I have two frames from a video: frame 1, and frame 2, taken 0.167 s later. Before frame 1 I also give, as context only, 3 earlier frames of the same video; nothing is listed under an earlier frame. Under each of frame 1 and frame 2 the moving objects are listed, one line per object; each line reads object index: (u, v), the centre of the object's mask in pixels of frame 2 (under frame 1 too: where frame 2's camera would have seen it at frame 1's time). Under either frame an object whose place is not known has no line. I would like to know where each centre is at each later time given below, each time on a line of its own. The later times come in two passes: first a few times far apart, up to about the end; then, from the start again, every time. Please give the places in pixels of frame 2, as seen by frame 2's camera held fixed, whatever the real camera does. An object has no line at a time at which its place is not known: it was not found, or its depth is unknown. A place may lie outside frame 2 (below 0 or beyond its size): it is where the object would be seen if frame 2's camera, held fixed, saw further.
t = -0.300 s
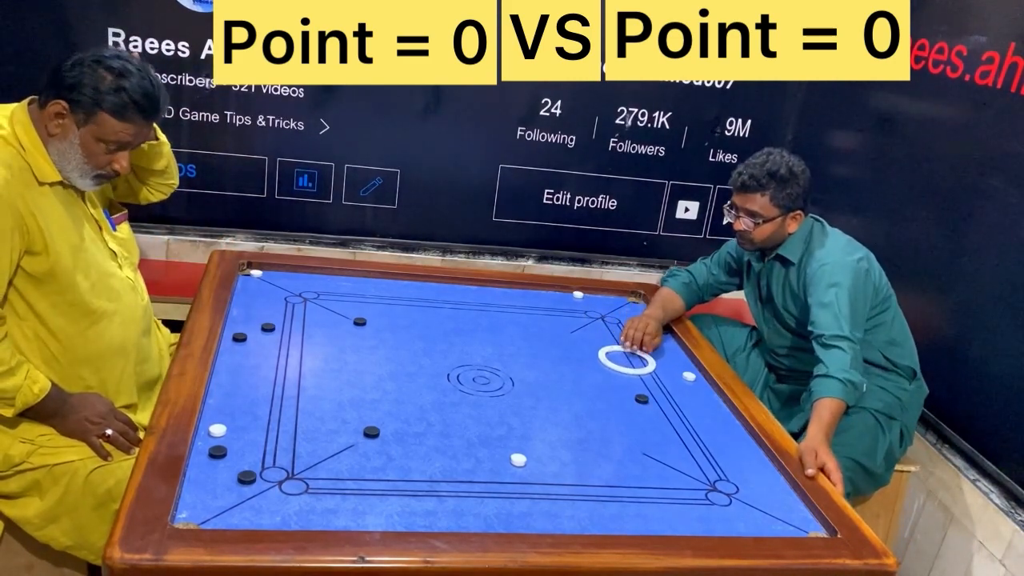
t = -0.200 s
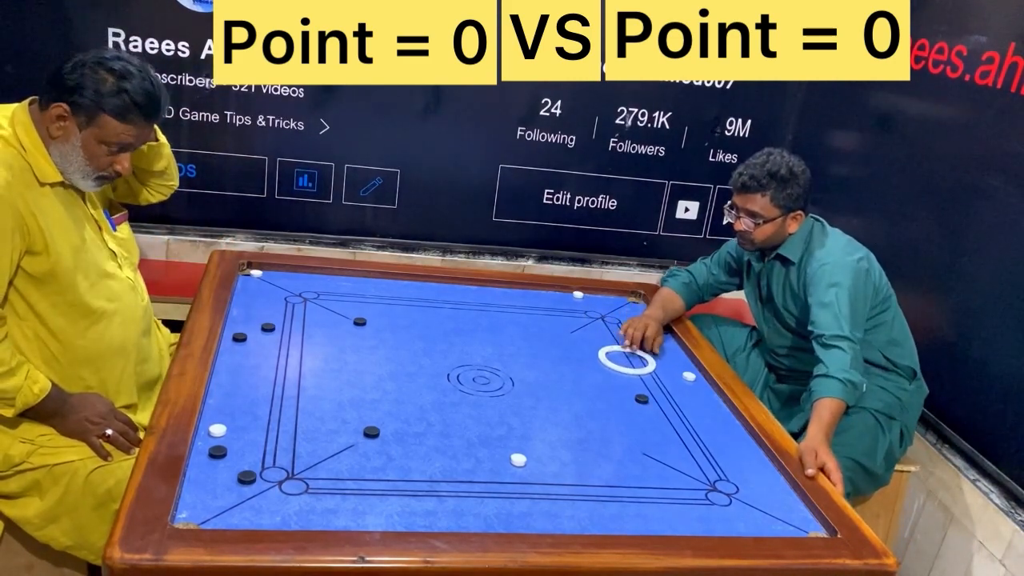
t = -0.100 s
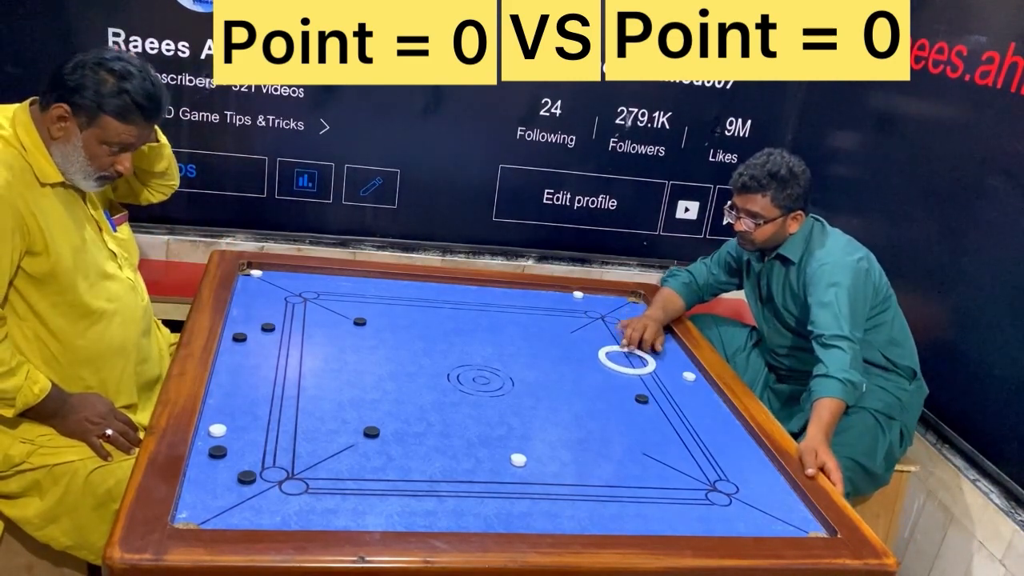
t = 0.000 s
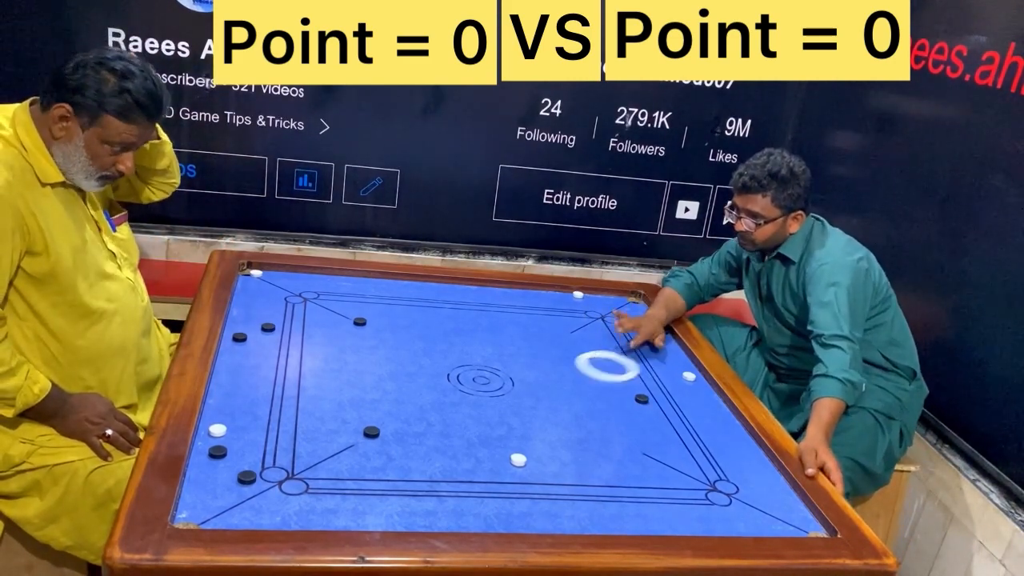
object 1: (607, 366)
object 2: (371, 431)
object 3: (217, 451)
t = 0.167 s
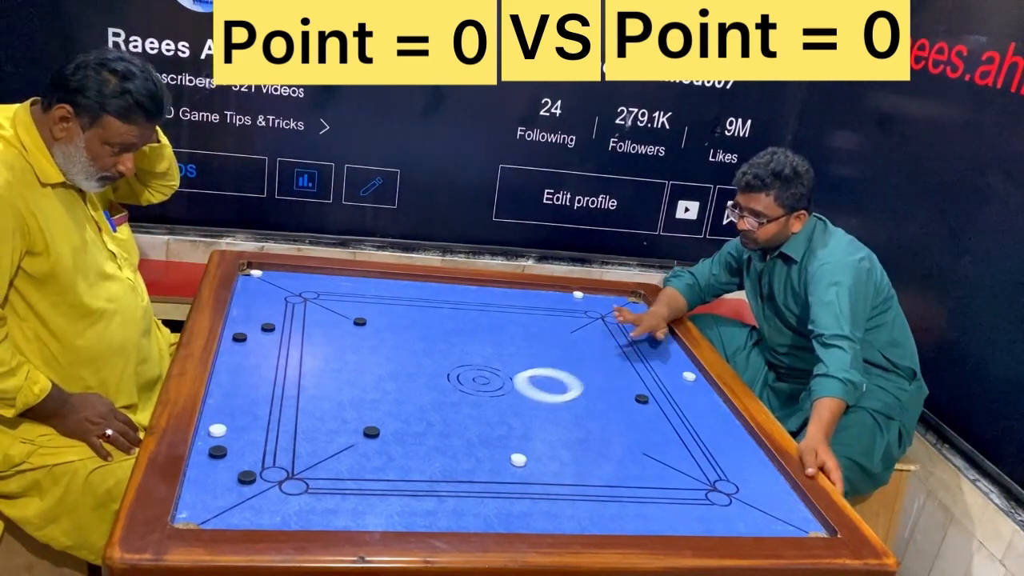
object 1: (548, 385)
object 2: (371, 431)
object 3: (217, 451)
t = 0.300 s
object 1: (495, 402)
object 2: (371, 431)
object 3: (217, 451)
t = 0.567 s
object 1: (381, 440)
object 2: (328, 439)
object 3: (217, 451)
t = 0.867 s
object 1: (257, 484)
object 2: (203, 472)
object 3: (222, 449)
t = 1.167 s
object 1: (241, 500)
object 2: (193, 483)
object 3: (300, 449)
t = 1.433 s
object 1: (254, 477)
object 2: (193, 473)
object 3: (359, 447)
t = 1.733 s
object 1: (267, 457)
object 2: (199, 467)
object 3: (404, 444)
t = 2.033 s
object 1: (279, 440)
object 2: (203, 464)
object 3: (435, 442)
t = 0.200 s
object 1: (535, 389)
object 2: (371, 431)
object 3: (217, 451)
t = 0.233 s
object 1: (522, 394)
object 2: (371, 431)
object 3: (217, 451)
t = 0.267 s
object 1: (509, 398)
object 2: (371, 431)
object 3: (217, 451)
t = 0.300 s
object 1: (495, 402)
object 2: (371, 431)
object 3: (217, 451)
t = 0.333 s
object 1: (481, 406)
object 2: (371, 431)
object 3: (217, 451)
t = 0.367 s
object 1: (467, 411)
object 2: (371, 431)
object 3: (217, 451)
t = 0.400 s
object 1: (452, 415)
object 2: (371, 431)
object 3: (217, 451)
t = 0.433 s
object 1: (437, 421)
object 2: (371, 431)
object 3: (217, 451)
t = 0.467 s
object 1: (422, 425)
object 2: (371, 431)
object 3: (217, 451)
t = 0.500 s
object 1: (408, 430)
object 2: (360, 433)
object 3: (217, 451)
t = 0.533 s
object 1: (394, 435)
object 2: (344, 436)
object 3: (217, 451)
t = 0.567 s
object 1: (381, 440)
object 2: (328, 439)
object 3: (217, 451)
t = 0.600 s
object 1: (367, 445)
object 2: (310, 443)
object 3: (217, 451)
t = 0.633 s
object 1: (352, 449)
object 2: (291, 446)
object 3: (217, 451)
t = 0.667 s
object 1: (338, 454)
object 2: (273, 449)
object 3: (217, 451)
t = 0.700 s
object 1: (323, 459)
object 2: (256, 452)
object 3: (217, 451)
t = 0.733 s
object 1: (308, 464)
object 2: (238, 455)
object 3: (217, 451)
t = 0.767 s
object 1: (294, 469)
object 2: (231, 459)
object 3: (207, 450)
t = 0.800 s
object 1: (281, 474)
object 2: (225, 465)
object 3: (204, 449)
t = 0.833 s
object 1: (268, 479)
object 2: (216, 468)
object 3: (213, 449)
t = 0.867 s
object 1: (257, 484)
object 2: (203, 472)
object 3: (222, 449)
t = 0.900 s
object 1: (246, 488)
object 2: (194, 475)
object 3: (231, 449)
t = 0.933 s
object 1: (242, 493)
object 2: (194, 477)
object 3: (240, 449)
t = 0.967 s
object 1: (241, 498)
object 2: (195, 478)
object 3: (249, 449)
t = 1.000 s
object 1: (240, 503)
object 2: (196, 480)
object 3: (258, 449)
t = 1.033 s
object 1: (240, 506)
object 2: (196, 481)
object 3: (267, 449)
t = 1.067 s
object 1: (237, 494)
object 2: (197, 483)
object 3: (275, 449)
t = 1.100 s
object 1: (239, 505)
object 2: (197, 484)
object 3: (283, 449)
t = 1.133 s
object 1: (240, 503)
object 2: (195, 484)
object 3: (291, 449)
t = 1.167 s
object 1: (241, 500)
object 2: (193, 483)
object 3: (300, 449)
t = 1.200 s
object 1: (242, 497)
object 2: (192, 482)
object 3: (308, 449)
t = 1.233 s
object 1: (244, 494)
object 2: (193, 481)
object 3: (316, 448)
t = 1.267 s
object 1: (245, 491)
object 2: (193, 480)
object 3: (323, 448)
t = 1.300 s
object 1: (247, 488)
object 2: (193, 478)
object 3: (331, 448)
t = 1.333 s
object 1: (249, 485)
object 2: (193, 477)
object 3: (338, 448)
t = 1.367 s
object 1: (250, 483)
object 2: (193, 475)
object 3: (345, 448)
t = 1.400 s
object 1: (252, 480)
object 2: (193, 474)
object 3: (352, 447)
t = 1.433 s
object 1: (254, 477)
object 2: (193, 473)
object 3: (359, 447)
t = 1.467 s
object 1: (255, 475)
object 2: (194, 472)
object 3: (365, 447)
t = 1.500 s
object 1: (257, 472)
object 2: (195, 471)
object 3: (370, 447)
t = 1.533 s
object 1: (258, 470)
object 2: (195, 470)
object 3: (375, 446)
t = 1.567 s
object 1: (260, 468)
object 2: (196, 470)
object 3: (381, 446)
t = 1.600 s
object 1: (261, 466)
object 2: (197, 469)
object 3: (385, 445)
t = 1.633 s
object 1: (263, 463)
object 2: (197, 468)
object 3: (390, 445)
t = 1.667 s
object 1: (264, 461)
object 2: (198, 468)
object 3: (395, 445)
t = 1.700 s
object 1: (265, 459)
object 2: (198, 467)
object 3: (399, 445)
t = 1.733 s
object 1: (267, 457)
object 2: (199, 467)
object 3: (404, 444)
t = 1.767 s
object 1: (268, 455)
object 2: (199, 466)
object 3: (408, 444)
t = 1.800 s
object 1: (270, 453)
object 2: (200, 466)
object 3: (411, 444)
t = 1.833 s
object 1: (271, 451)
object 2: (200, 465)
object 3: (415, 443)
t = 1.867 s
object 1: (272, 449)
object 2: (200, 465)
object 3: (419, 443)
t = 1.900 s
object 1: (273, 447)
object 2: (201, 465)
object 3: (422, 443)
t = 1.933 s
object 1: (275, 445)
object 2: (202, 464)
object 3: (426, 442)
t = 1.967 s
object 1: (276, 443)
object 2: (202, 464)
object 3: (429, 442)
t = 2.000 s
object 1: (277, 442)
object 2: (202, 464)
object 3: (432, 442)
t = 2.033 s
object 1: (279, 440)
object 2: (203, 464)
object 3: (435, 442)
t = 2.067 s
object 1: (280, 438)
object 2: (203, 464)
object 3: (438, 441)
